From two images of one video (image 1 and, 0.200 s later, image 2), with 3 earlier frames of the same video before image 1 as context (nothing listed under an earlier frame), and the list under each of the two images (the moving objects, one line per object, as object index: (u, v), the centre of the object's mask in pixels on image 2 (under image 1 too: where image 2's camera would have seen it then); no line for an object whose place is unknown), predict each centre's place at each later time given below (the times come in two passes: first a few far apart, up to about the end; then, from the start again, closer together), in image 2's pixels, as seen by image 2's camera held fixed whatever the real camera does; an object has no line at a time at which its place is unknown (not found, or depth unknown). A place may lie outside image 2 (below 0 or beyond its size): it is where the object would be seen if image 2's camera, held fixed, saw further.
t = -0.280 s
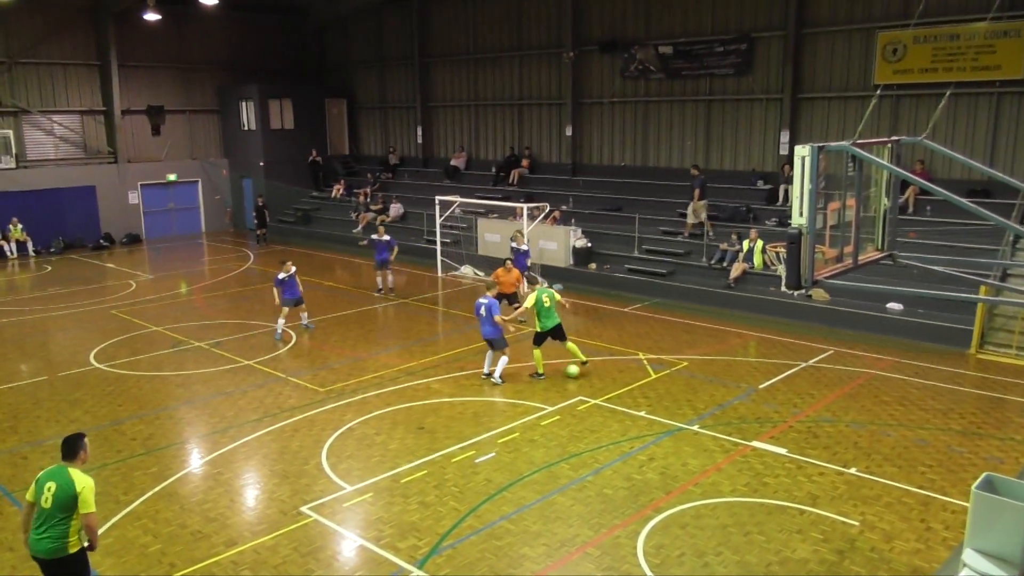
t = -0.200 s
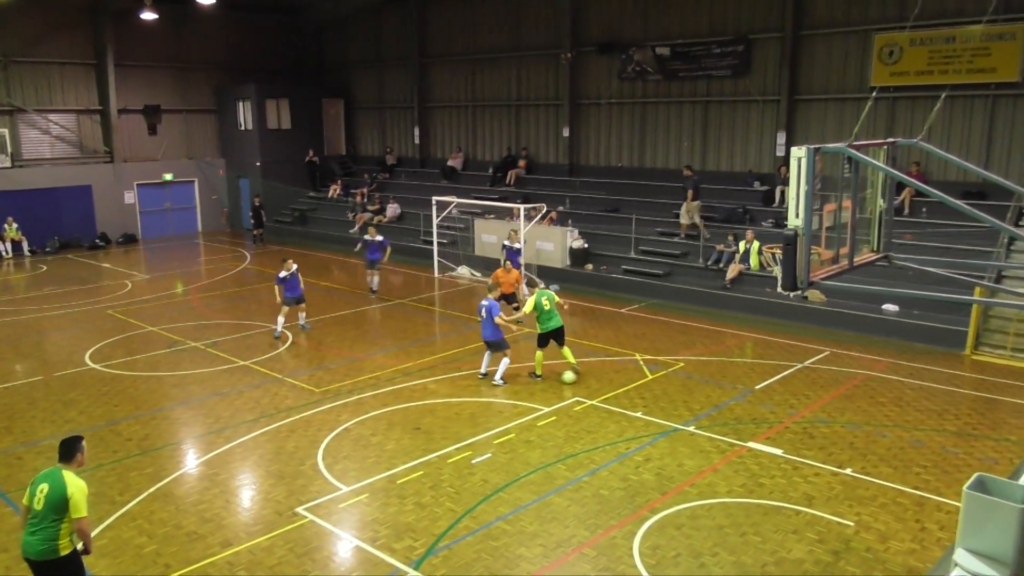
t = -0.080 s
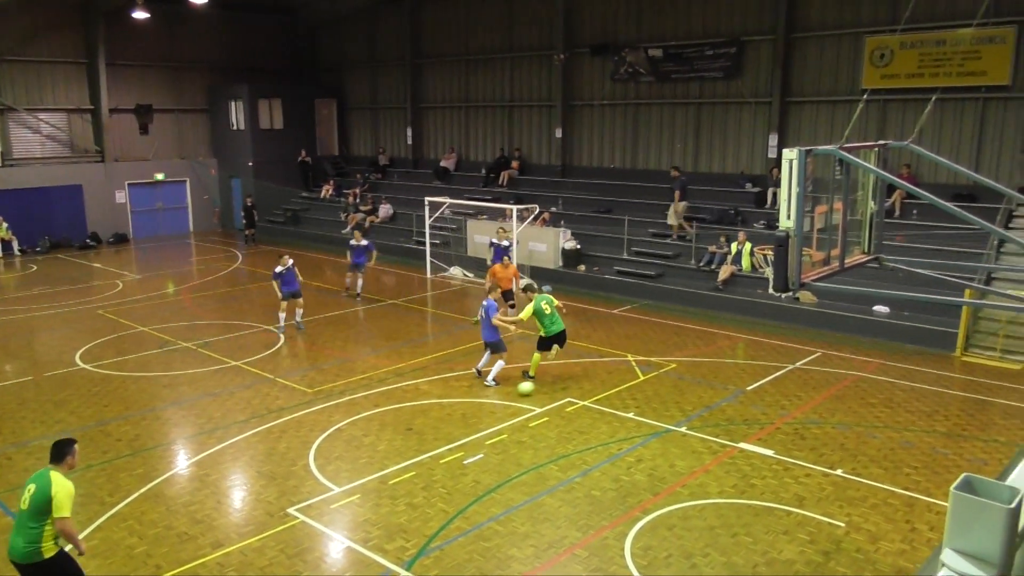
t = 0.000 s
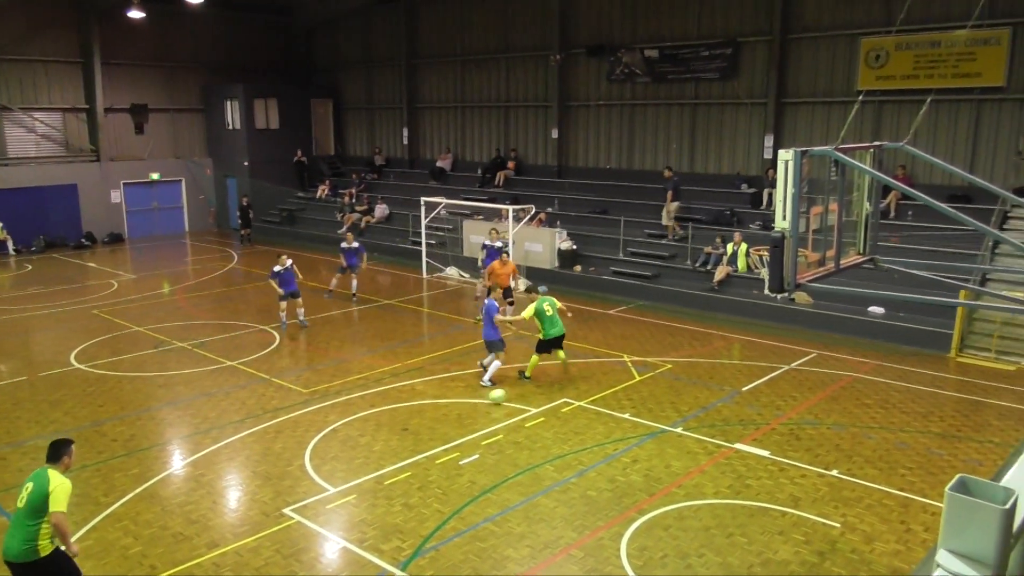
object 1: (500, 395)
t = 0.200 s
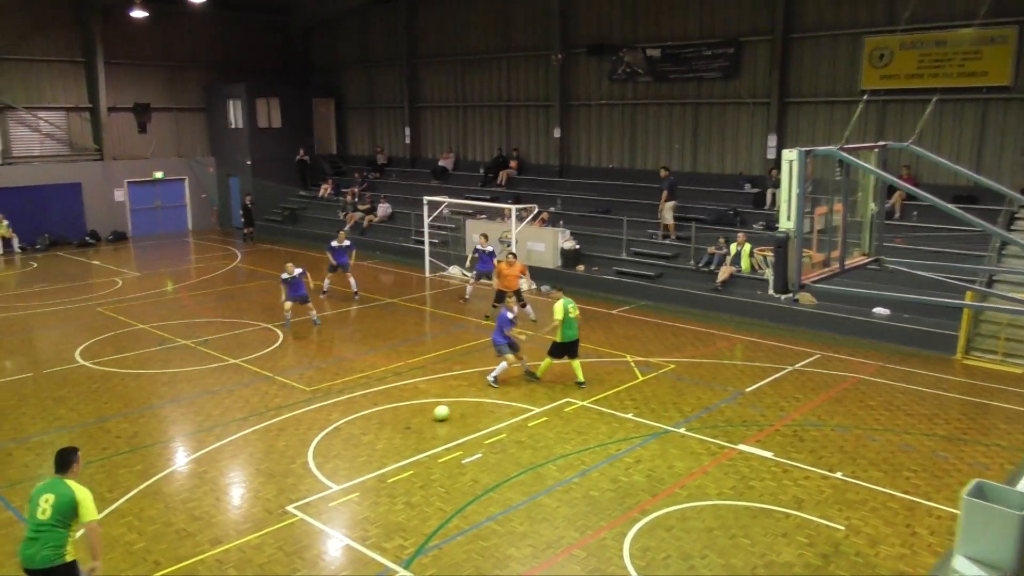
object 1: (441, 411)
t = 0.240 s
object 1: (430, 416)
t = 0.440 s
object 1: (365, 435)
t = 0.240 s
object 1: (430, 416)
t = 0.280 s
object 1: (417, 420)
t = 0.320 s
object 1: (404, 423)
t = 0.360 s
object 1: (392, 427)
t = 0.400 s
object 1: (378, 431)
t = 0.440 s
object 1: (365, 435)
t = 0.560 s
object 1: (324, 447)
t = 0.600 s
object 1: (310, 451)
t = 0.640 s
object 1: (295, 456)
